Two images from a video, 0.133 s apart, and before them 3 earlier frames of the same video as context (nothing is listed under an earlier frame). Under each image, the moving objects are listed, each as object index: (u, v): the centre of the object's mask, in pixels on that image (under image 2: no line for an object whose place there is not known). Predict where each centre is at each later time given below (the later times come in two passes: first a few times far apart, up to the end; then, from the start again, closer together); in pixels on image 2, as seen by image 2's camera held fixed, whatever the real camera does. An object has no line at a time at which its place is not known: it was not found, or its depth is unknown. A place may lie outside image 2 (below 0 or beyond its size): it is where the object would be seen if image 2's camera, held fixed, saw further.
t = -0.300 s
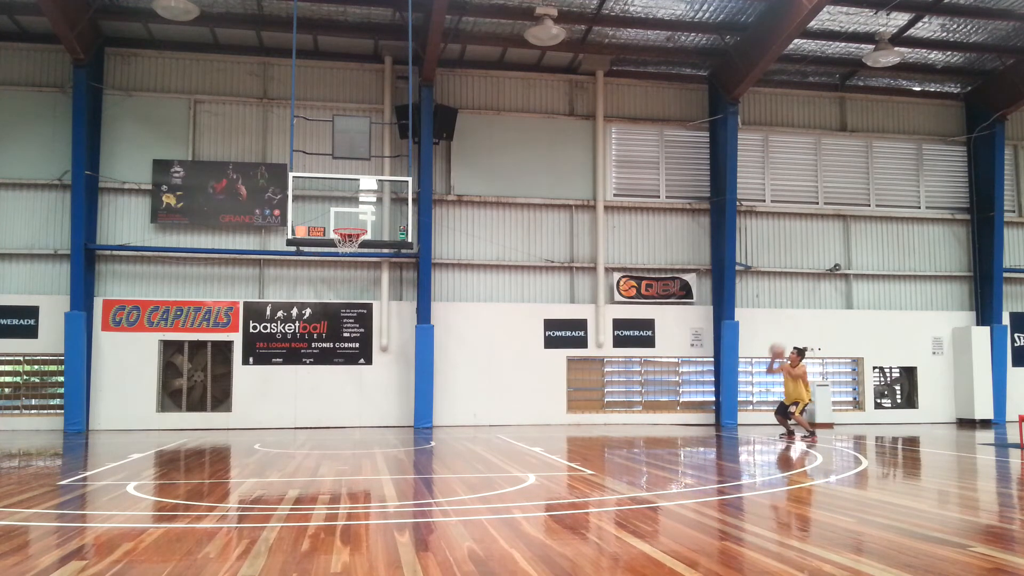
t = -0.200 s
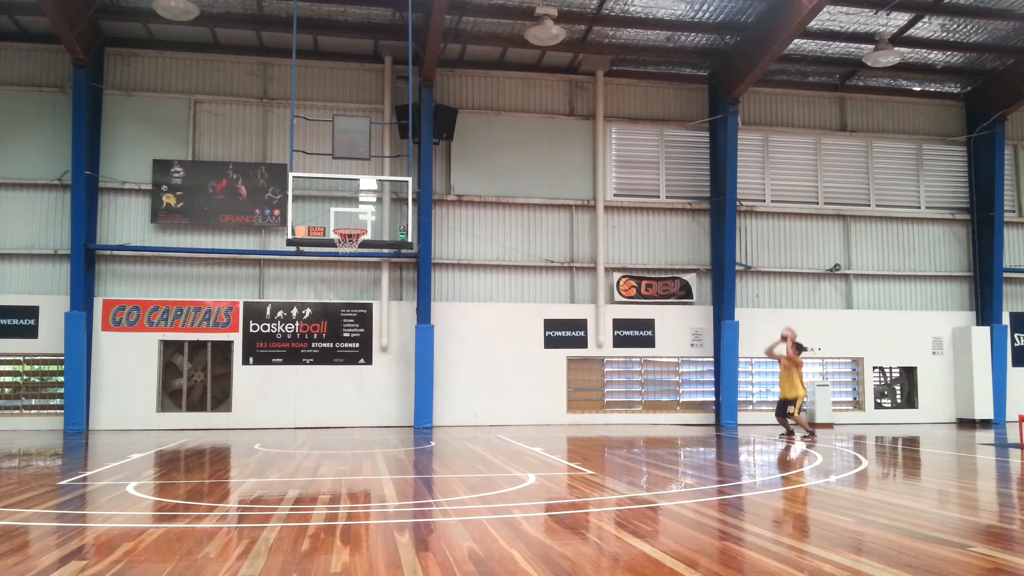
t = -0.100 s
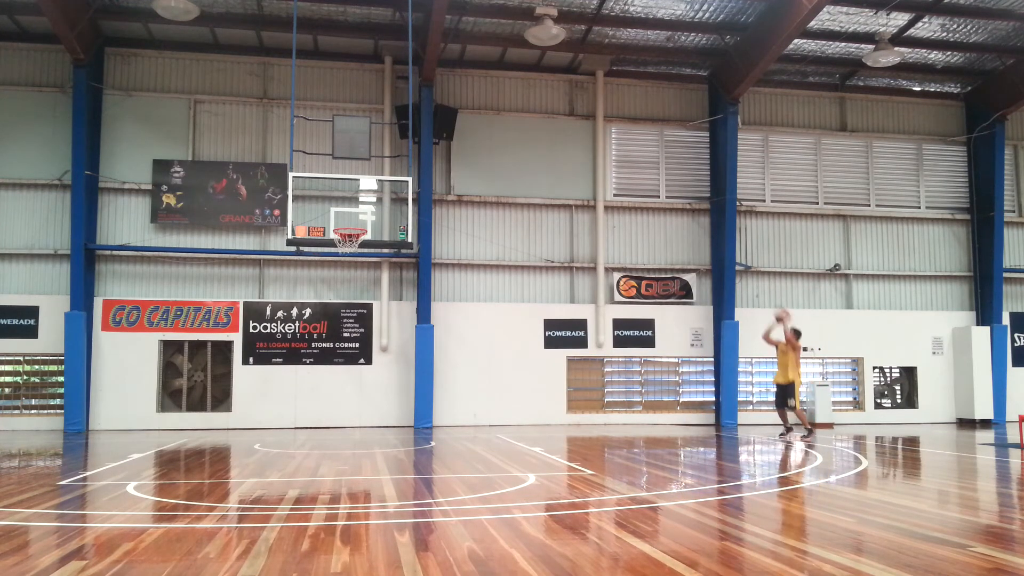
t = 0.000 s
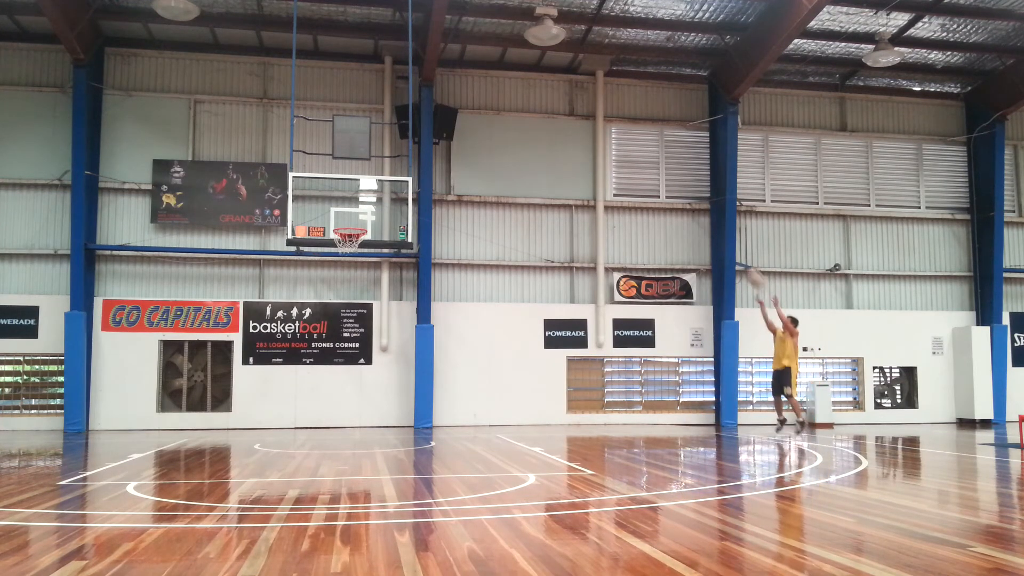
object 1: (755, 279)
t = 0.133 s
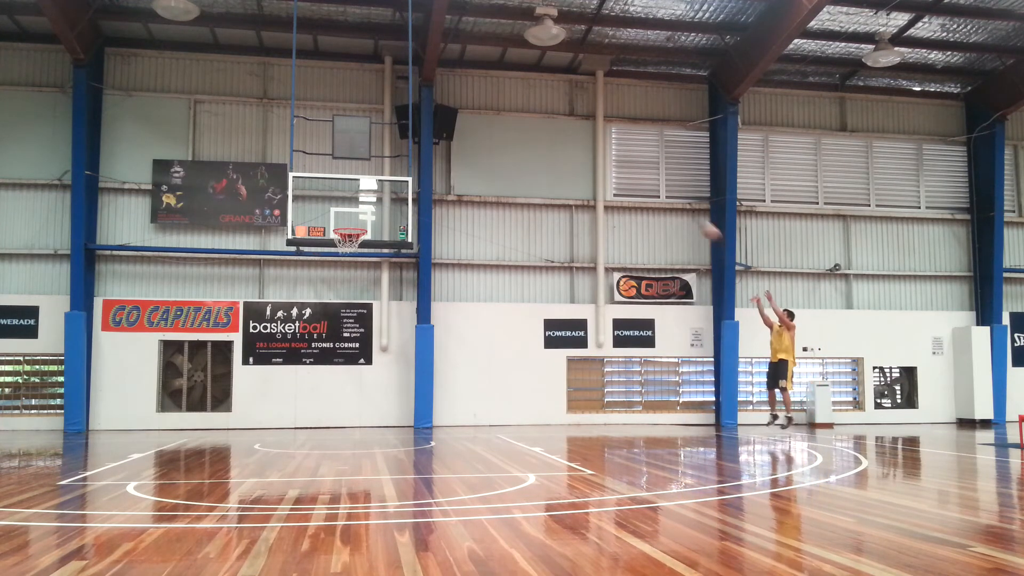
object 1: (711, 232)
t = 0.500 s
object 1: (583, 154)
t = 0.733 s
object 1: (501, 147)
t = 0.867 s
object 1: (453, 159)
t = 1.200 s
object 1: (347, 236)
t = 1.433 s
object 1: (372, 240)
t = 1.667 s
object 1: (385, 262)
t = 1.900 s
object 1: (398, 320)
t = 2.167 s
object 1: (412, 433)
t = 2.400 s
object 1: (409, 360)
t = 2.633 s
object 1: (405, 319)
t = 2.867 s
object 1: (401, 314)
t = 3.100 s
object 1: (396, 344)
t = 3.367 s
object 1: (391, 421)
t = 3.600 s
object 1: (388, 383)
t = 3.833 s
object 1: (386, 356)
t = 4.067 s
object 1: (382, 363)
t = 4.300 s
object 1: (379, 404)
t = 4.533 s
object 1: (376, 402)
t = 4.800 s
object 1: (374, 378)
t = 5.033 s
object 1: (371, 390)
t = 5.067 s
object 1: (371, 394)
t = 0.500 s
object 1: (583, 154)
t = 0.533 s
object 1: (571, 151)
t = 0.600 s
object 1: (548, 147)
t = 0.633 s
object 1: (536, 146)
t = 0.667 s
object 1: (524, 146)
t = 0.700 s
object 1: (512, 146)
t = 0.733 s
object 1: (501, 147)
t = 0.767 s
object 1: (489, 149)
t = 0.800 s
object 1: (477, 152)
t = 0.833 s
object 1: (465, 155)
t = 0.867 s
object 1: (453, 159)
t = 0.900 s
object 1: (441, 163)
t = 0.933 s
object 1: (429, 170)
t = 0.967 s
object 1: (418, 175)
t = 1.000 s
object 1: (404, 183)
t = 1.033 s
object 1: (393, 191)
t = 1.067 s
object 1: (381, 199)
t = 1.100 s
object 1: (367, 210)
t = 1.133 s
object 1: (355, 219)
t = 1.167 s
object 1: (343, 229)
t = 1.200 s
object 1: (347, 236)
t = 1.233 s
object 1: (355, 243)
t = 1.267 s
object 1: (362, 243)
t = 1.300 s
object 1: (365, 243)
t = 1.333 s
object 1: (368, 240)
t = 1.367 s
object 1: (370, 239)
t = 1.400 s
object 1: (371, 239)
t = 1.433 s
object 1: (372, 240)
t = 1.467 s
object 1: (375, 240)
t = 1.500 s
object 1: (376, 242)
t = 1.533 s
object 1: (378, 245)
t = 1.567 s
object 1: (380, 248)
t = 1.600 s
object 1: (382, 251)
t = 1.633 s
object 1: (384, 256)
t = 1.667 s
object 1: (385, 262)
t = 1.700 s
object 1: (387, 267)
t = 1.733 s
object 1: (390, 274)
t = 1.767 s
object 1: (391, 283)
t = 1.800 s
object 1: (393, 291)
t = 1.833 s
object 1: (394, 301)
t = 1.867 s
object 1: (396, 310)
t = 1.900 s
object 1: (398, 320)
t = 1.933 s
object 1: (399, 332)
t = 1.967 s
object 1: (401, 345)
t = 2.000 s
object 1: (404, 358)
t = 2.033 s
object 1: (405, 373)
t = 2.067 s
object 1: (407, 387)
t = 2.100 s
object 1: (408, 404)
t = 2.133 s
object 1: (410, 417)
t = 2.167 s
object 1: (412, 433)
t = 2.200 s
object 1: (412, 426)
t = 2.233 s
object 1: (412, 412)
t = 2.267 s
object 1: (411, 401)
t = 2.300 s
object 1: (411, 389)
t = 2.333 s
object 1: (410, 378)
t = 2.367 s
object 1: (410, 368)
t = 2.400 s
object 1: (409, 360)
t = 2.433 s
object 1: (408, 352)
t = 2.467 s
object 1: (408, 344)
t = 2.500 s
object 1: (407, 337)
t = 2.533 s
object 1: (407, 332)
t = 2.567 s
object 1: (406, 328)
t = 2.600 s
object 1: (406, 323)
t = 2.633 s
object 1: (405, 319)
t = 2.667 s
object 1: (404, 316)
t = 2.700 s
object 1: (404, 314)
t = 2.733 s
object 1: (403, 313)
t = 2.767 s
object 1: (402, 312)
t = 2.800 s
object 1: (402, 312)
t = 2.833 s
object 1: (401, 313)
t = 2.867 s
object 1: (401, 314)
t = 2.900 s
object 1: (400, 317)
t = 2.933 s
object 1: (399, 320)
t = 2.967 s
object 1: (399, 323)
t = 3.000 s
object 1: (398, 327)
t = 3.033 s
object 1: (397, 332)
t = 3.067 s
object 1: (397, 338)
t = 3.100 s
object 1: (396, 344)
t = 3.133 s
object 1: (396, 352)
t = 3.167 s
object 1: (395, 359)
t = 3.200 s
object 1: (394, 368)
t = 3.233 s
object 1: (394, 378)
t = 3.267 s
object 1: (393, 388)
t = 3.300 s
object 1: (393, 398)
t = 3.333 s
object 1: (392, 409)
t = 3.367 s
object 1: (391, 421)
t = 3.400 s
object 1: (390, 431)
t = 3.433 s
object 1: (390, 424)
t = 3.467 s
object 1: (389, 414)
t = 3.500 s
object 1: (389, 405)
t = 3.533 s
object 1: (389, 397)
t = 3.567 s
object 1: (389, 390)
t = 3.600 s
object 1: (388, 383)
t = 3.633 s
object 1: (388, 378)
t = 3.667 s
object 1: (387, 372)
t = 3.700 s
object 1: (387, 367)
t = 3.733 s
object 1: (387, 363)
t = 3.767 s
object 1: (387, 360)
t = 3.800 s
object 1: (386, 358)
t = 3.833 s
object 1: (386, 356)
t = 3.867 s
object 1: (385, 355)
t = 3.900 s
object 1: (385, 355)
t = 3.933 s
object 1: (384, 355)
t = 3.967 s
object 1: (384, 356)
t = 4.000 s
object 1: (383, 358)
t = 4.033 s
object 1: (383, 360)
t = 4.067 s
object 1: (382, 363)
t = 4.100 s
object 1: (382, 367)
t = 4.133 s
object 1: (381, 371)
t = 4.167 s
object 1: (381, 377)
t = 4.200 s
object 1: (380, 383)
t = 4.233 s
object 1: (379, 389)
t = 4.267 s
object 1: (379, 396)
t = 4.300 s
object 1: (379, 404)
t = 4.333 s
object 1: (378, 412)
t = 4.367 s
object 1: (378, 421)
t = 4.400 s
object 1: (378, 430)
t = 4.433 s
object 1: (377, 423)
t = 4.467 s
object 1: (377, 415)
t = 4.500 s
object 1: (377, 408)
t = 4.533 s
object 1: (376, 402)
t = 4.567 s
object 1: (376, 397)
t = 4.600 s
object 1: (376, 392)
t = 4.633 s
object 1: (376, 388)
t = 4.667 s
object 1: (375, 385)
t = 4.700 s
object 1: (375, 382)
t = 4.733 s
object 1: (375, 380)
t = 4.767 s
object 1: (374, 378)
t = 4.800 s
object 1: (374, 378)
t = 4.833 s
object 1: (374, 377)
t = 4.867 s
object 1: (373, 378)
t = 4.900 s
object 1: (373, 379)
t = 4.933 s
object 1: (373, 381)
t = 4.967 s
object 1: (372, 383)
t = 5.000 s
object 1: (372, 386)
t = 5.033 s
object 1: (371, 390)
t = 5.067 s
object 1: (371, 394)
